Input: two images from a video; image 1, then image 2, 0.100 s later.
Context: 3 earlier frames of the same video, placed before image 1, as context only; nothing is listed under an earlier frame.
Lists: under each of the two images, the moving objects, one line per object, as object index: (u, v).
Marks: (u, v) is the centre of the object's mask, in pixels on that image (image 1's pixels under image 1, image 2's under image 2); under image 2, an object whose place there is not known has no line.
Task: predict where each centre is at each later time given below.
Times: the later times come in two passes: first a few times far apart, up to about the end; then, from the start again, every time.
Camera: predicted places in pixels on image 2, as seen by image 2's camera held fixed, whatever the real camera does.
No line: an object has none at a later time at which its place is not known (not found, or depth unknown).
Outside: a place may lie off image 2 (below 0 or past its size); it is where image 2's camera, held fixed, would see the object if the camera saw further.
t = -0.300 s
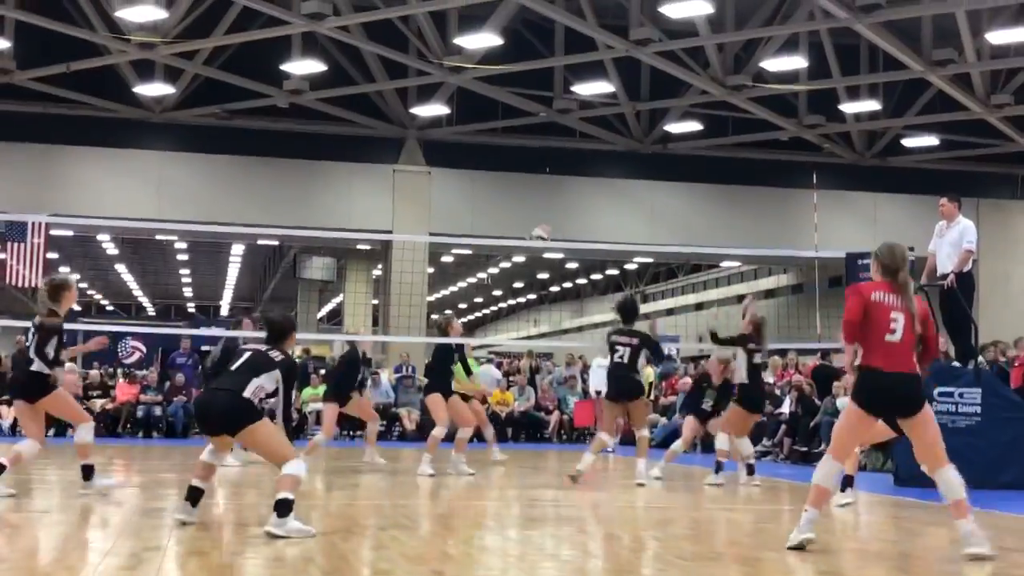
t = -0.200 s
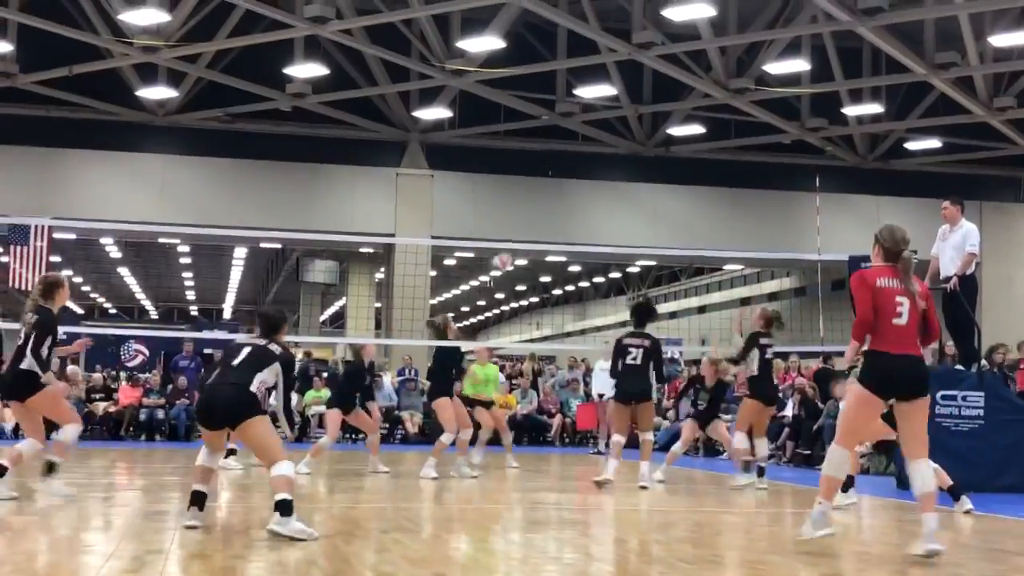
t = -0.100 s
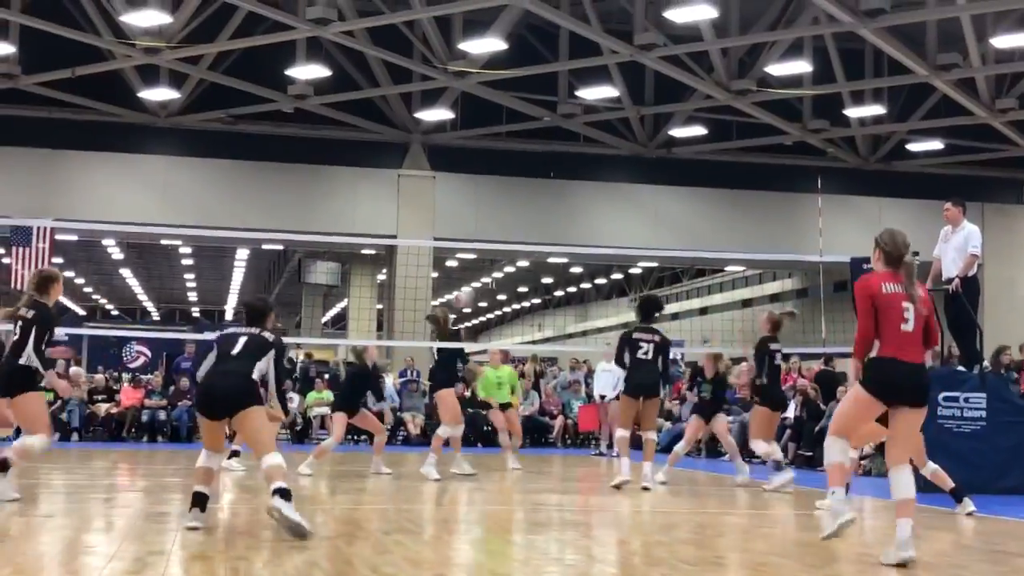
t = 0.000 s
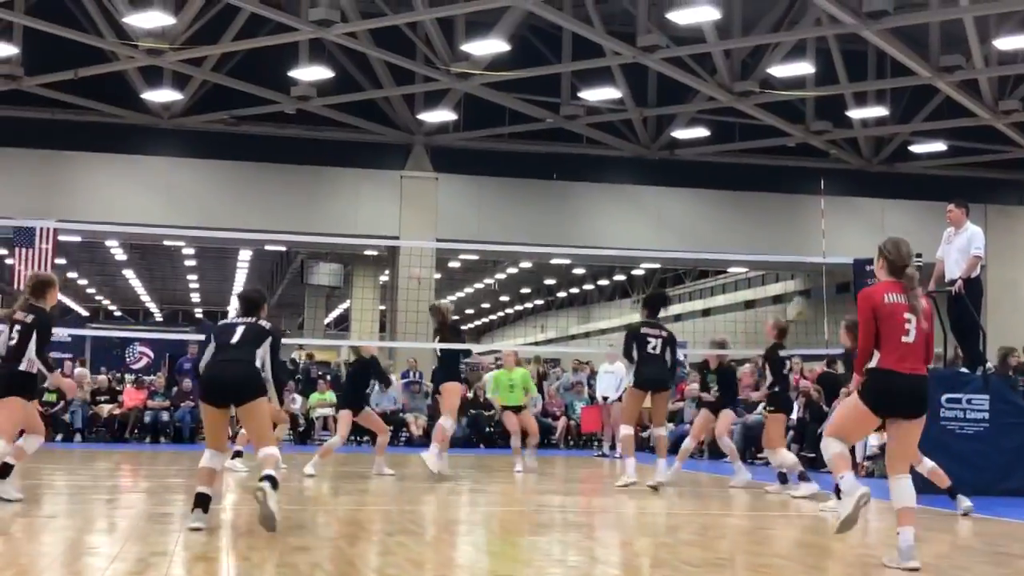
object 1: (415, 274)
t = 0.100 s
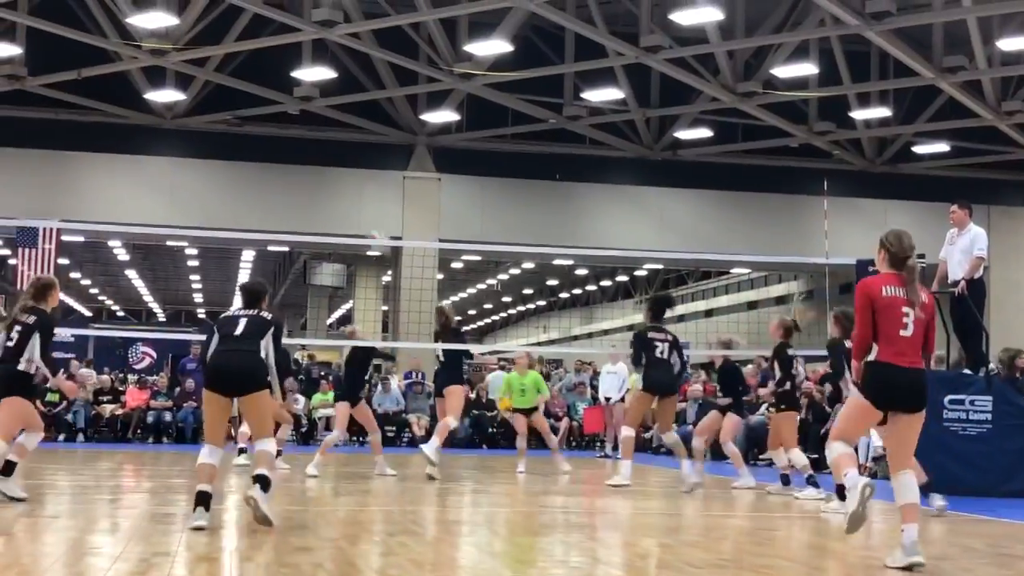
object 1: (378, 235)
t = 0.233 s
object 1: (316, 205)
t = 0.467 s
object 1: (204, 184)
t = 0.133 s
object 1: (362, 229)
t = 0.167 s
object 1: (347, 220)
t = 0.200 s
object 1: (331, 212)
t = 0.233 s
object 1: (316, 205)
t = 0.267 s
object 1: (301, 199)
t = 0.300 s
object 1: (285, 194)
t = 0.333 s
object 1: (269, 189)
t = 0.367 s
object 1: (252, 186)
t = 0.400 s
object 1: (237, 185)
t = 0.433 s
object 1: (220, 184)
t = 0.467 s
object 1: (204, 184)
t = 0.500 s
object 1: (185, 186)
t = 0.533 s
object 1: (171, 187)
